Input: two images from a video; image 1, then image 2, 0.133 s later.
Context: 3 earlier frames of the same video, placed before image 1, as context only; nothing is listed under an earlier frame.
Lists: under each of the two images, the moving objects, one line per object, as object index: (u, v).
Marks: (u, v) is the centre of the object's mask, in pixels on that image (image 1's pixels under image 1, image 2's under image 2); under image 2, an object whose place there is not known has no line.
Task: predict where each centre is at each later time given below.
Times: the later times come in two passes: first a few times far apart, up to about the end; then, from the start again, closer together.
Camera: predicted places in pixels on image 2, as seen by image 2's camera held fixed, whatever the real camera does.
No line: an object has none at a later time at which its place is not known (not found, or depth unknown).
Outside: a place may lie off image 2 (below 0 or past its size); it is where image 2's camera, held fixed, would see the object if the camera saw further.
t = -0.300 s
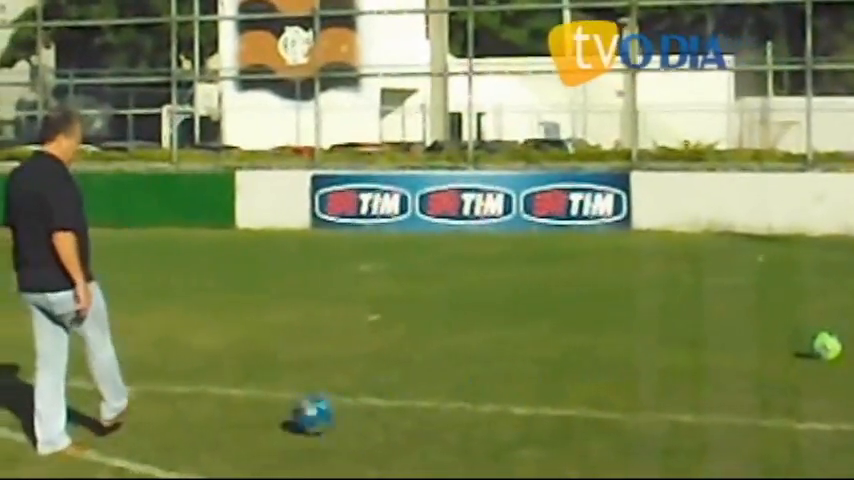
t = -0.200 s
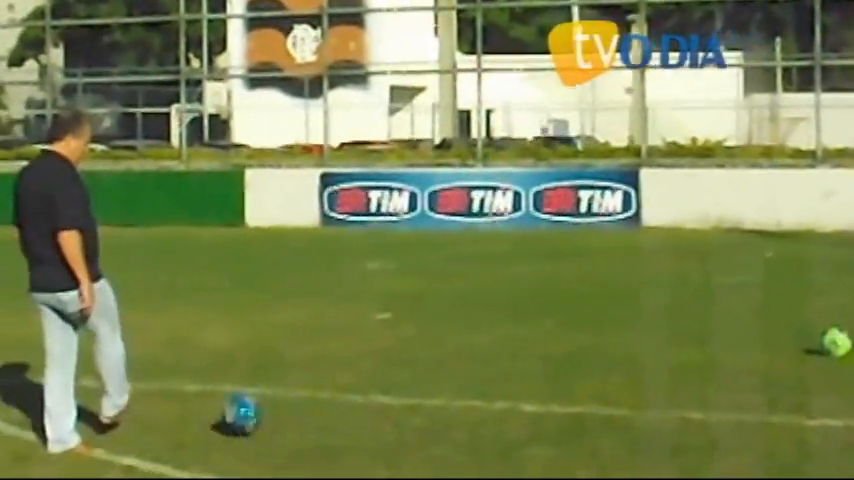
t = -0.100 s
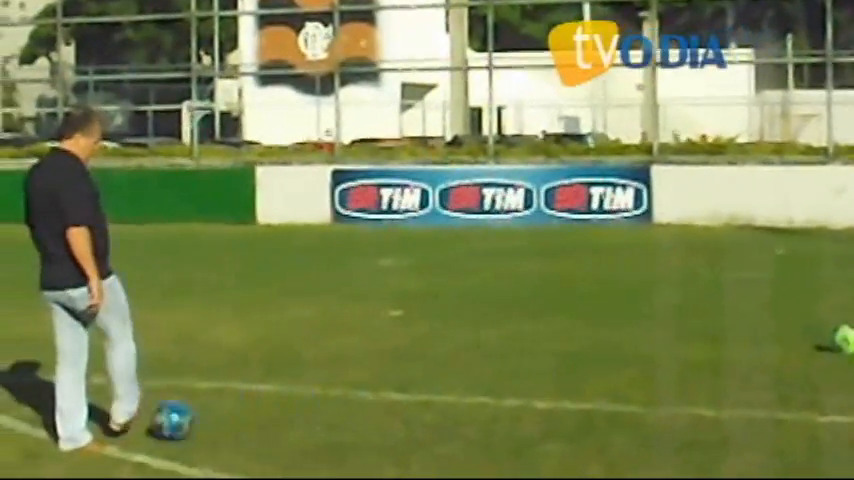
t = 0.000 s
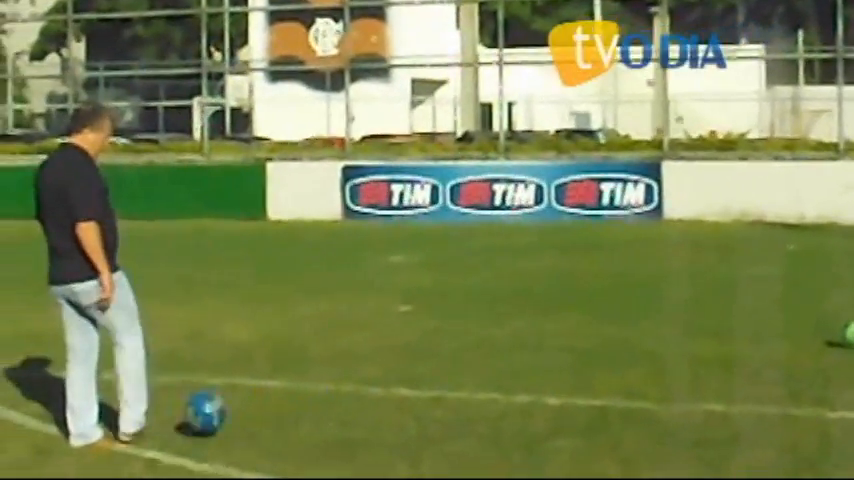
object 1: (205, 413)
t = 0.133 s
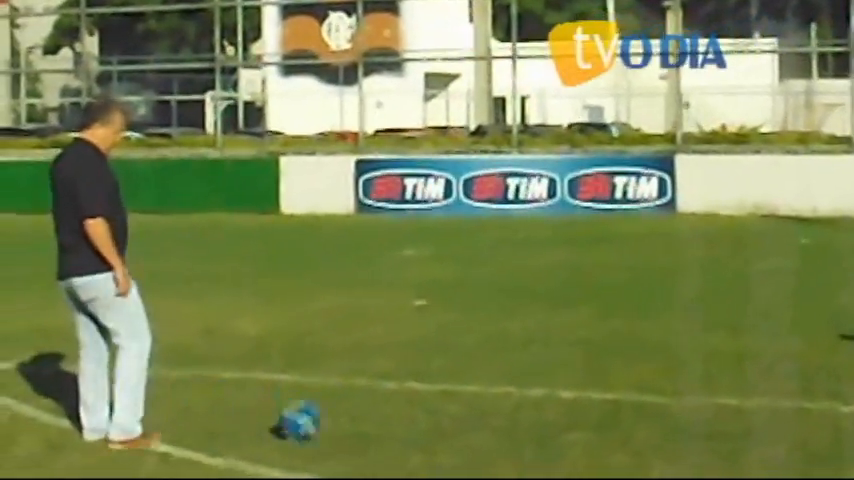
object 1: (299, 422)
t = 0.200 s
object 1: (324, 420)
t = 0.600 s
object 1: (440, 434)
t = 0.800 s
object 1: (485, 441)
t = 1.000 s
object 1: (528, 449)
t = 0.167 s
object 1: (310, 421)
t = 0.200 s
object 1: (324, 420)
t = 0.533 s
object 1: (423, 433)
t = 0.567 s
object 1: (432, 431)
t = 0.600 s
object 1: (440, 434)
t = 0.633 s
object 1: (449, 437)
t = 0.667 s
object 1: (457, 438)
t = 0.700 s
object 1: (464, 437)
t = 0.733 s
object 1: (469, 438)
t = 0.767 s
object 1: (477, 438)
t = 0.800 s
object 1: (485, 441)
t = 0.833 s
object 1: (491, 445)
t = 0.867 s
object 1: (500, 445)
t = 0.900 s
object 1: (509, 447)
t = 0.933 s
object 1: (515, 450)
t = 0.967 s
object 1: (522, 449)
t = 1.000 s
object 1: (528, 449)
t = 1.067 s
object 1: (542, 452)
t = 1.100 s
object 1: (547, 454)
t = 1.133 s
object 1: (554, 456)
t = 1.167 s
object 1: (558, 456)
